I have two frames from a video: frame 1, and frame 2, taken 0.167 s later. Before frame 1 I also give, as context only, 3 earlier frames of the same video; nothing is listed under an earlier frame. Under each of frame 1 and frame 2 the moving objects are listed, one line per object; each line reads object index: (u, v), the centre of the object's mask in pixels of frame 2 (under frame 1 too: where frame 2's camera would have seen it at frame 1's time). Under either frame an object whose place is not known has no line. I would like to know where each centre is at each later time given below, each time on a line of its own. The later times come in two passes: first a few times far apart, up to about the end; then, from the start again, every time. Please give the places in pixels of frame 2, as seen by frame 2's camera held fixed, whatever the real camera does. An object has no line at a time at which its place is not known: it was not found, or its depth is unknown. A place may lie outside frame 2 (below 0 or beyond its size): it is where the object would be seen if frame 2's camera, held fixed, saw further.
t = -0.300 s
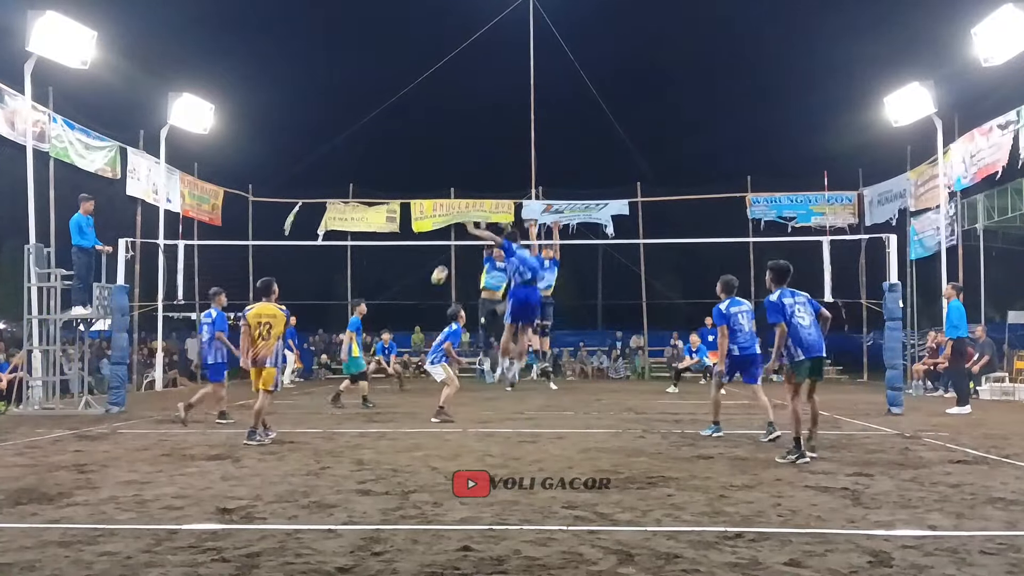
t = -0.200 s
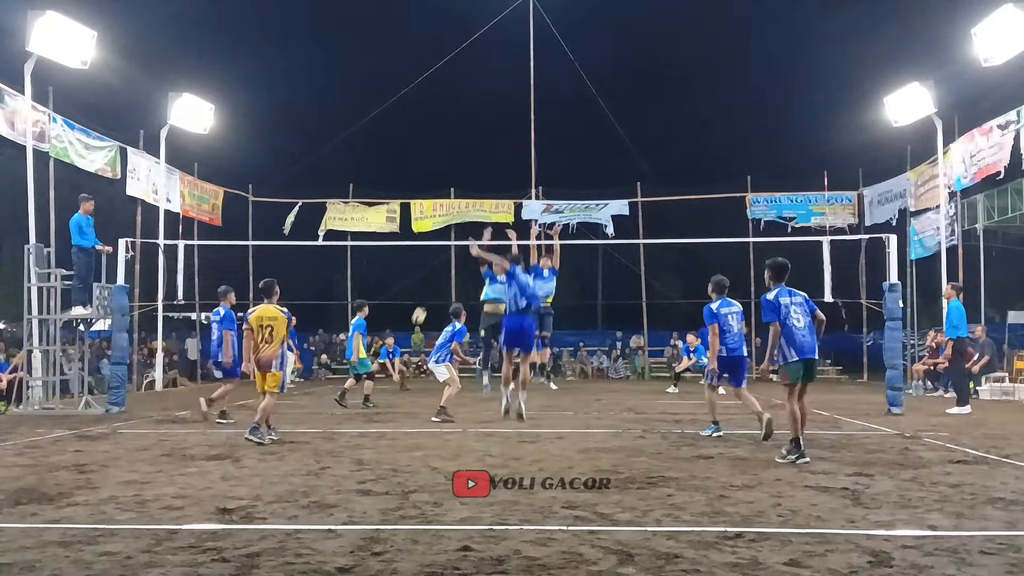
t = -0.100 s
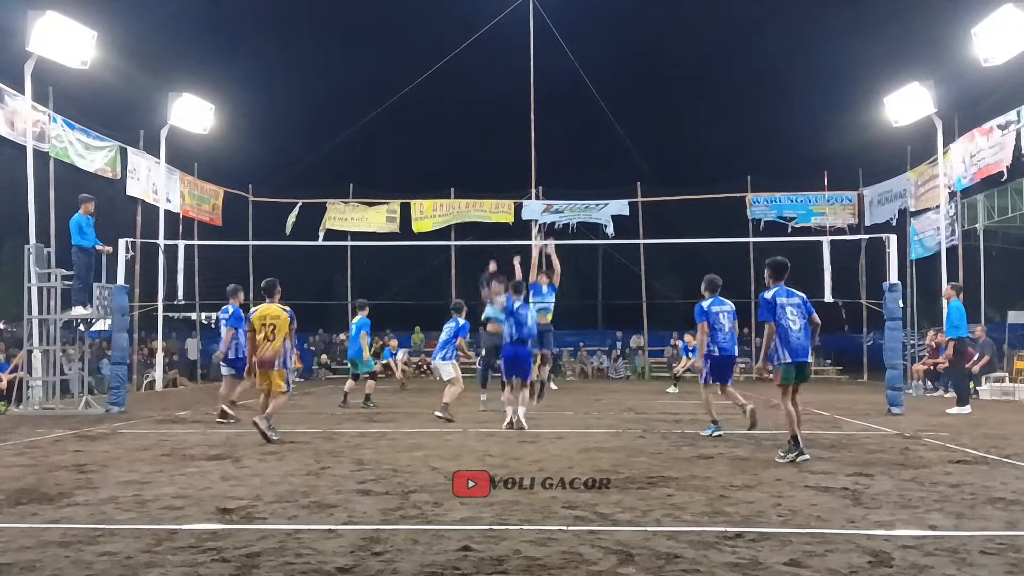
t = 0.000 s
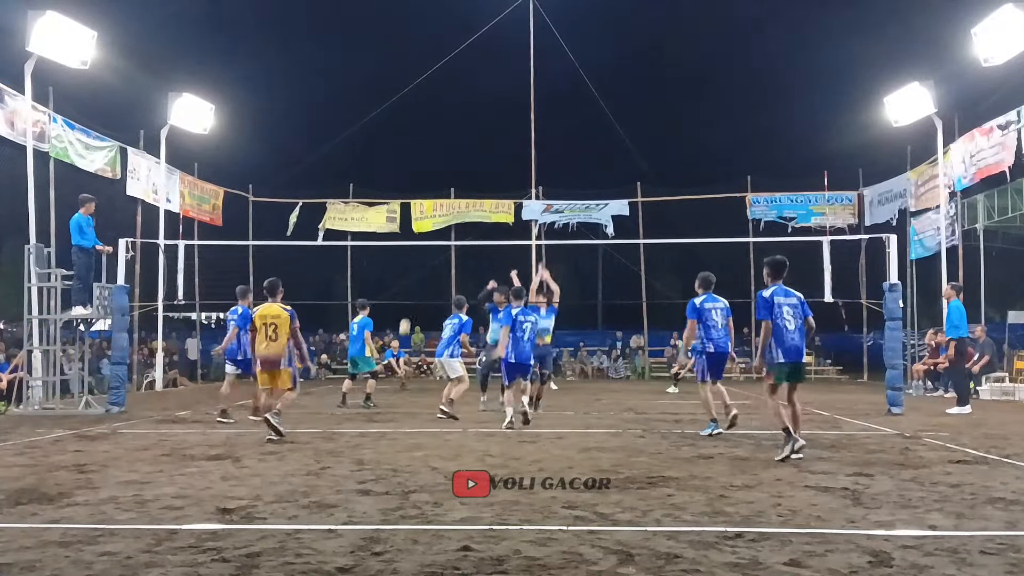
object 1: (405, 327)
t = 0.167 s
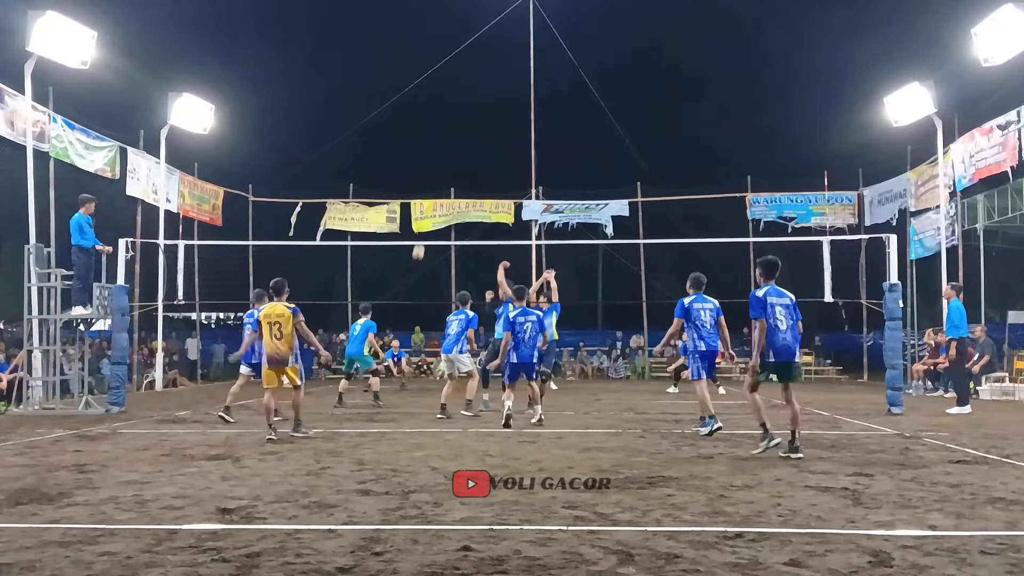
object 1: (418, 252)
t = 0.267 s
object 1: (425, 215)
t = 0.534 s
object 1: (447, 126)
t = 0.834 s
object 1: (470, 70)
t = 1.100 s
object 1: (493, 58)
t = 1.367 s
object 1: (517, 86)
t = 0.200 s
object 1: (421, 237)
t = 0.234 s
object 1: (422, 226)
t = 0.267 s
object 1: (425, 215)
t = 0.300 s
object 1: (429, 198)
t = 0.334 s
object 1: (431, 187)
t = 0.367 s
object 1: (434, 176)
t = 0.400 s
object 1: (436, 165)
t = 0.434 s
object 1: (439, 155)
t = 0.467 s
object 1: (442, 145)
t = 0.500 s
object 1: (444, 136)
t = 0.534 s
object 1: (447, 126)
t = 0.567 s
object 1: (450, 118)
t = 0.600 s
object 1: (452, 110)
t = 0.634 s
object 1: (455, 102)
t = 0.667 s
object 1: (457, 96)
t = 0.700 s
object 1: (460, 90)
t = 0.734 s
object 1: (462, 84)
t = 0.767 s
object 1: (465, 79)
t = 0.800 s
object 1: (468, 74)
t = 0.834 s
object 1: (470, 70)
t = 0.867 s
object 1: (473, 66)
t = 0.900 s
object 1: (476, 63)
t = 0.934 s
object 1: (479, 61)
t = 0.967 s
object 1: (481, 59)
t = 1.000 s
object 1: (484, 58)
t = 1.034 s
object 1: (487, 57)
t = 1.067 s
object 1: (490, 57)
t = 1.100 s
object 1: (493, 58)
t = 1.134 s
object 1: (495, 60)
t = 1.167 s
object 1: (498, 60)
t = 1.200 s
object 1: (501, 64)
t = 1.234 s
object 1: (505, 67)
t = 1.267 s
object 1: (507, 70)
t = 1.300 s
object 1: (510, 75)
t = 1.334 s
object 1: (514, 81)
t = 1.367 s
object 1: (517, 86)
